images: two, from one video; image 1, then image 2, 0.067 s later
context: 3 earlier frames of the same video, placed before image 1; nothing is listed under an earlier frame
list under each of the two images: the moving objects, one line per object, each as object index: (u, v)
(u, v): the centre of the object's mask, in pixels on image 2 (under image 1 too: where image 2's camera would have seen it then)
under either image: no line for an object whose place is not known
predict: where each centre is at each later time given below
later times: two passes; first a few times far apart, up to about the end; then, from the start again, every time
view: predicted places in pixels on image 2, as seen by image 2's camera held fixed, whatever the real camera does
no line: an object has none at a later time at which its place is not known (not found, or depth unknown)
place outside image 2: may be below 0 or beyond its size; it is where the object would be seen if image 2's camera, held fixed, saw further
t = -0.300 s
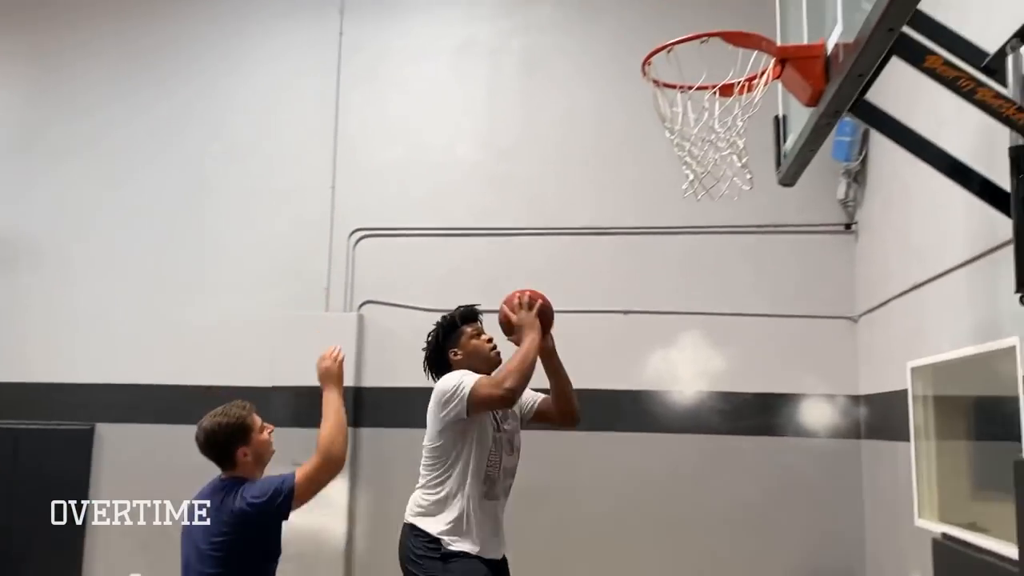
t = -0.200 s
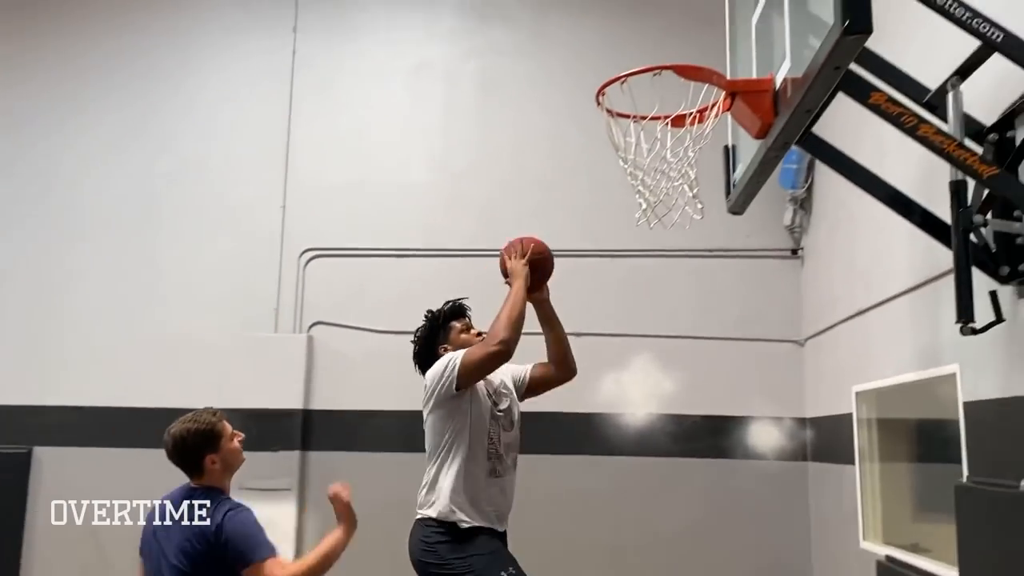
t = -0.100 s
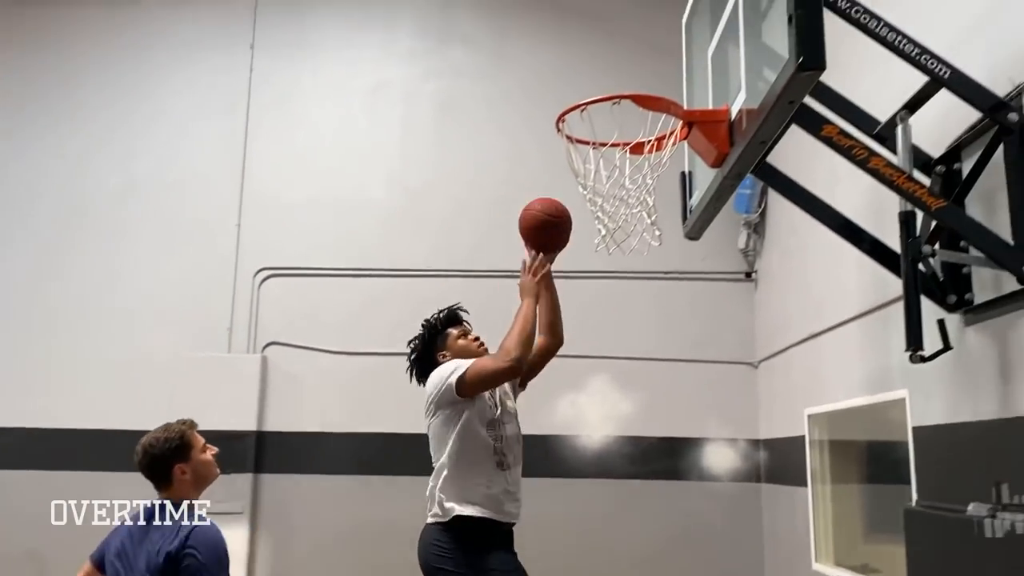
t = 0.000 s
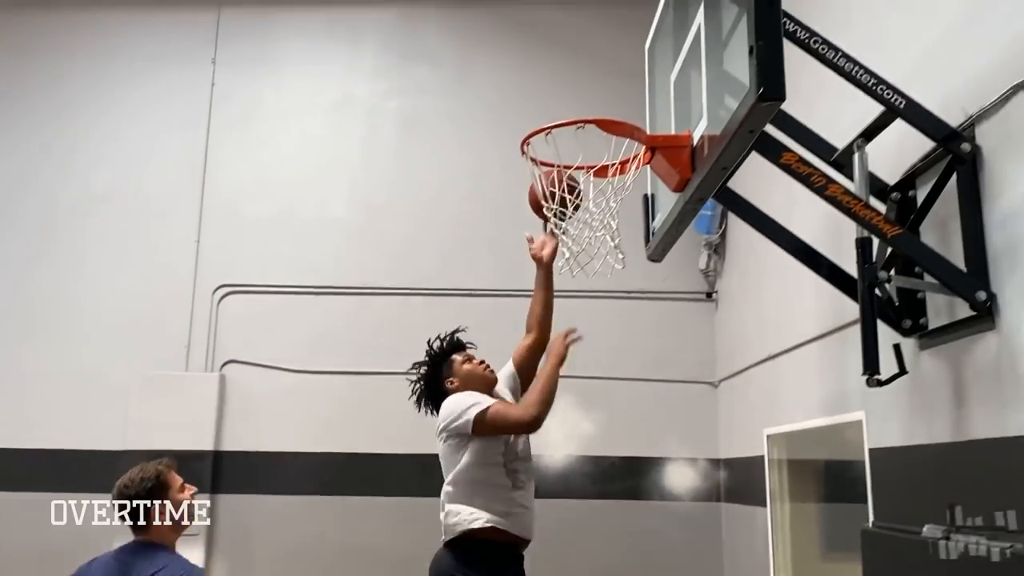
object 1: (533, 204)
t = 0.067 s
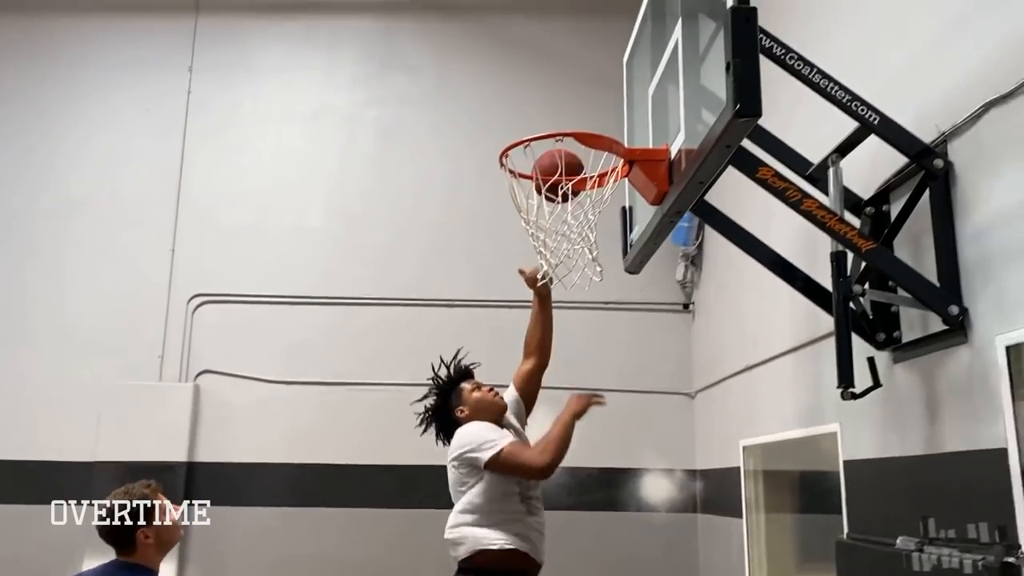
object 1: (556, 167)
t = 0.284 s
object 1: (613, 122)
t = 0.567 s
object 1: (527, 208)
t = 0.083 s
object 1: (563, 161)
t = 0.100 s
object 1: (569, 160)
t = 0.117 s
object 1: (574, 158)
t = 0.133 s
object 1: (575, 151)
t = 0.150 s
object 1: (587, 149)
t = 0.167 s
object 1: (591, 148)
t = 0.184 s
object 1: (605, 136)
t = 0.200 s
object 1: (612, 134)
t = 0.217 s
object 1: (621, 127)
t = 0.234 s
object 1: (626, 127)
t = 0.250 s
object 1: (622, 125)
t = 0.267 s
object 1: (618, 123)
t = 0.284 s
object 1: (613, 122)
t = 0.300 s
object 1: (609, 121)
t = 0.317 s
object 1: (604, 120)
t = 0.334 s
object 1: (599, 120)
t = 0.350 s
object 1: (594, 120)
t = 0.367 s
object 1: (587, 130)
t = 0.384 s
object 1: (581, 132)
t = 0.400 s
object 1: (573, 141)
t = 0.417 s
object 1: (571, 143)
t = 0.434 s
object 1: (566, 149)
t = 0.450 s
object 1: (561, 160)
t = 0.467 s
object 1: (557, 162)
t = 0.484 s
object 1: (552, 165)
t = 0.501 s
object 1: (547, 173)
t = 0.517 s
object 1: (542, 182)
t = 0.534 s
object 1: (537, 190)
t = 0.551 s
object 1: (532, 200)
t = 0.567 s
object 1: (527, 208)
